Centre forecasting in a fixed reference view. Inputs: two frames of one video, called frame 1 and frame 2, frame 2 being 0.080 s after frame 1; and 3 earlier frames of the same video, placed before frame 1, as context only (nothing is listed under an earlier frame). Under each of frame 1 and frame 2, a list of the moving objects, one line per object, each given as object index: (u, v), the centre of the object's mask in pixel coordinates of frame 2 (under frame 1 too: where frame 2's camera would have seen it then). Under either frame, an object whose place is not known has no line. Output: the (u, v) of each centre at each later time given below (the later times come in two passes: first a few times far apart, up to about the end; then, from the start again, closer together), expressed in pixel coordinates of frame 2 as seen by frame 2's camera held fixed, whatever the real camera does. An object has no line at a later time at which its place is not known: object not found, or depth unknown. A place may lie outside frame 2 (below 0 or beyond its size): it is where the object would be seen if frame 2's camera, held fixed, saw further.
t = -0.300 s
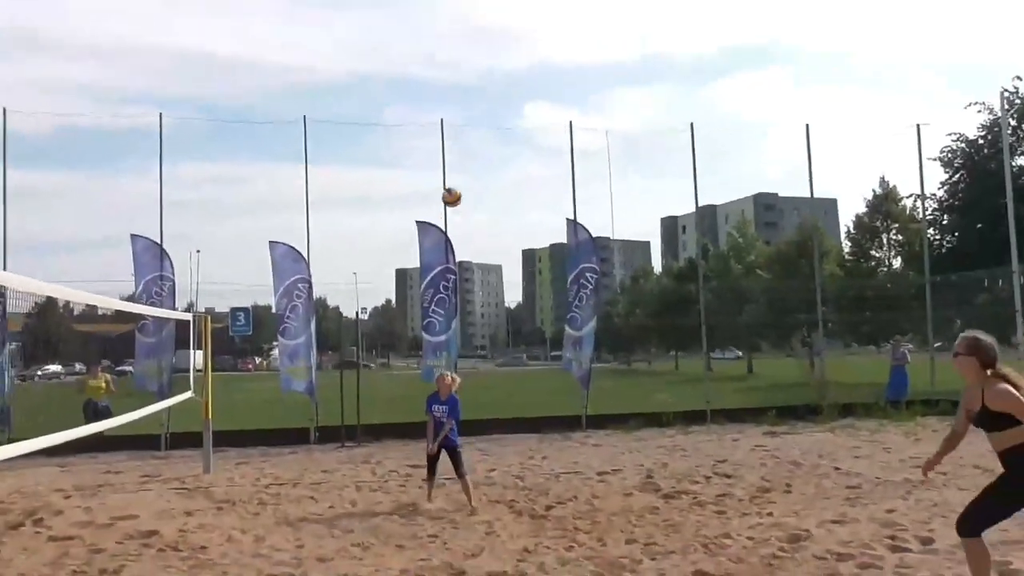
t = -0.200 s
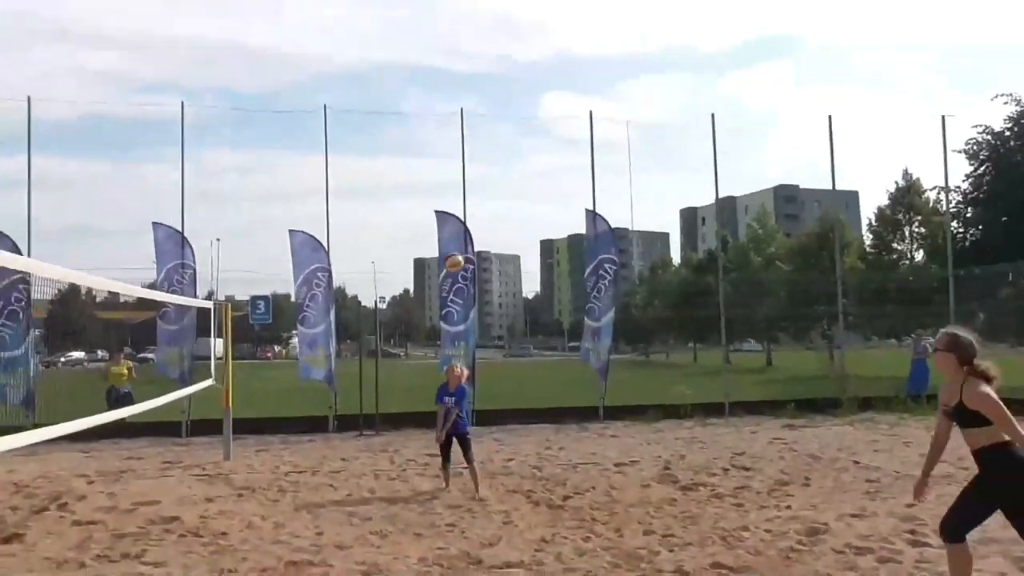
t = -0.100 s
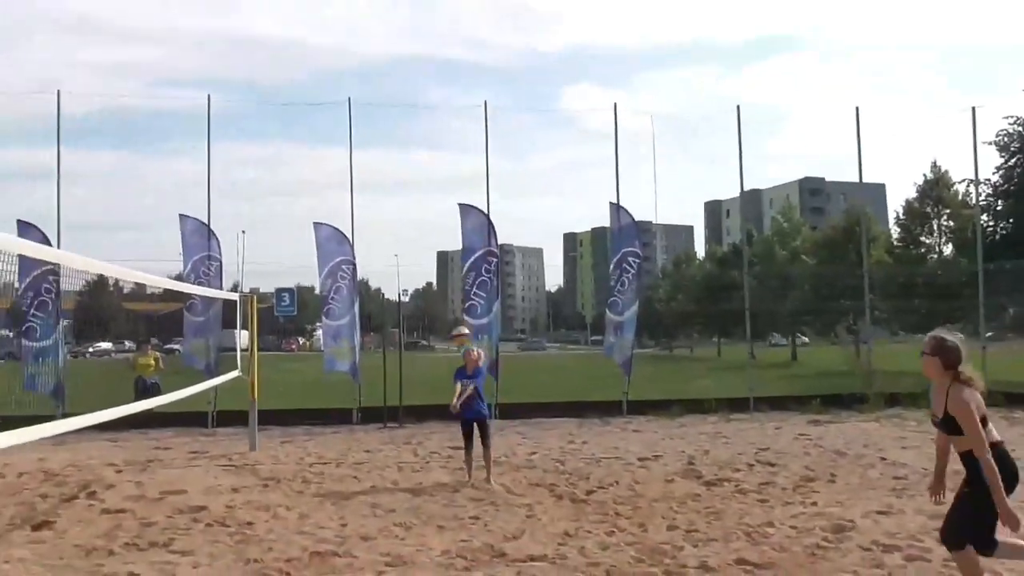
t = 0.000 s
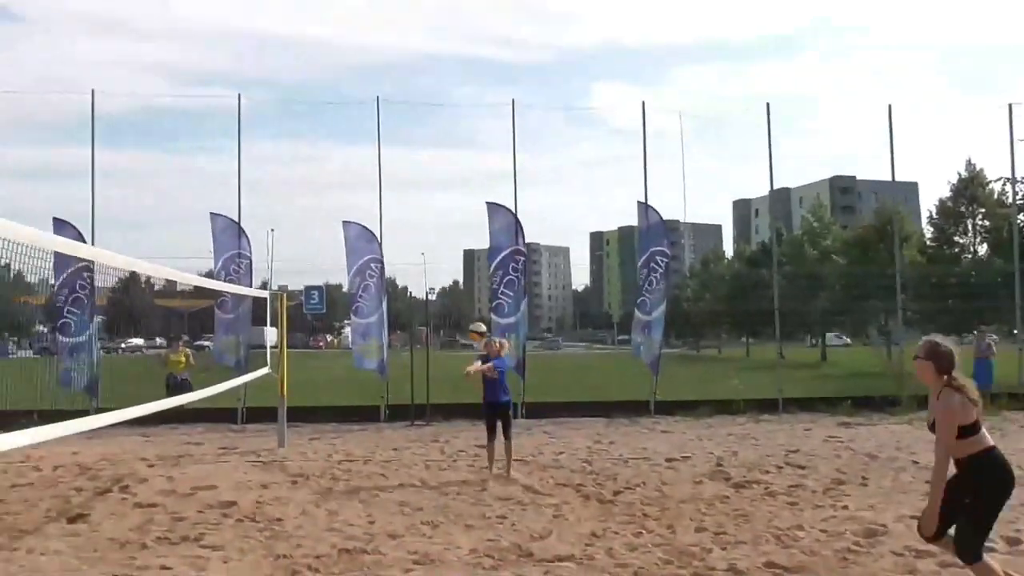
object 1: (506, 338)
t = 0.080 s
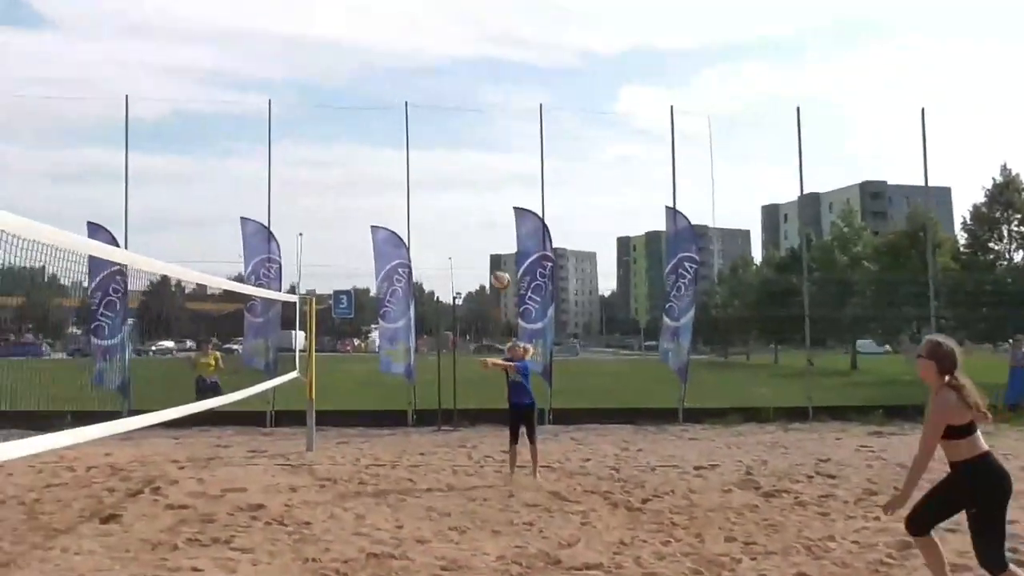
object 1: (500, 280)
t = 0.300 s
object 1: (487, 147)
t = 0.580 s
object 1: (474, 30)
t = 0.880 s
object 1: (458, -18)
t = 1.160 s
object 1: (435, 23)
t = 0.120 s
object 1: (498, 255)
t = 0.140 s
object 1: (496, 241)
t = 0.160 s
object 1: (495, 228)
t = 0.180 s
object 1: (494, 216)
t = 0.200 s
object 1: (493, 204)
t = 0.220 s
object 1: (492, 192)
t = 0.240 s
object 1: (490, 180)
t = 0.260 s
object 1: (489, 168)
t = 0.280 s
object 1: (488, 158)
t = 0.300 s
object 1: (487, 147)
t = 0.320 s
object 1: (486, 137)
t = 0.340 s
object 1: (485, 127)
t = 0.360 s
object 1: (484, 116)
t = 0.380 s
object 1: (483, 107)
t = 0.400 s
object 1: (482, 98)
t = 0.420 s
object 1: (481, 90)
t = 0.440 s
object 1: (480, 81)
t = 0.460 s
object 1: (478, 72)
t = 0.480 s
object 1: (478, 64)
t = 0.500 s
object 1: (477, 56)
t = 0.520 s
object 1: (477, 49)
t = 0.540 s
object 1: (476, 42)
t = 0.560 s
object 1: (475, 36)
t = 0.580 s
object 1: (474, 30)
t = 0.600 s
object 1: (473, 24)
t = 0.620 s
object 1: (472, 18)
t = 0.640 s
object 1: (471, 14)
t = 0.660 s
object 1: (470, 8)
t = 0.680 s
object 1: (470, 4)
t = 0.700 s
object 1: (469, 0)
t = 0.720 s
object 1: (468, -3)
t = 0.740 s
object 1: (466, -6)
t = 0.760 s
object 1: (465, -10)
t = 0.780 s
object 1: (464, -12)
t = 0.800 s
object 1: (463, -14)
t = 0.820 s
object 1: (462, -16)
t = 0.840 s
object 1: (461, -17)
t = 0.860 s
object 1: (459, -17)
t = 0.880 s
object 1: (458, -18)
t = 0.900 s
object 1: (457, -18)
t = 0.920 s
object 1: (456, -17)
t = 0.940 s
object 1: (454, -16)
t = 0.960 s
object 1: (453, -15)
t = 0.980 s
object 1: (451, -13)
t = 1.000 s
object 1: (449, -10)
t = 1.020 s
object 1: (447, -8)
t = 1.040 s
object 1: (446, -5)
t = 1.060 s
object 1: (444, -1)
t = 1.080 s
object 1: (443, 3)
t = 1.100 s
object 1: (441, 7)
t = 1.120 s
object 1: (439, 12)
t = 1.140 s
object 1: (437, 17)
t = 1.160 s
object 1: (435, 23)
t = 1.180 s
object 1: (433, 30)
